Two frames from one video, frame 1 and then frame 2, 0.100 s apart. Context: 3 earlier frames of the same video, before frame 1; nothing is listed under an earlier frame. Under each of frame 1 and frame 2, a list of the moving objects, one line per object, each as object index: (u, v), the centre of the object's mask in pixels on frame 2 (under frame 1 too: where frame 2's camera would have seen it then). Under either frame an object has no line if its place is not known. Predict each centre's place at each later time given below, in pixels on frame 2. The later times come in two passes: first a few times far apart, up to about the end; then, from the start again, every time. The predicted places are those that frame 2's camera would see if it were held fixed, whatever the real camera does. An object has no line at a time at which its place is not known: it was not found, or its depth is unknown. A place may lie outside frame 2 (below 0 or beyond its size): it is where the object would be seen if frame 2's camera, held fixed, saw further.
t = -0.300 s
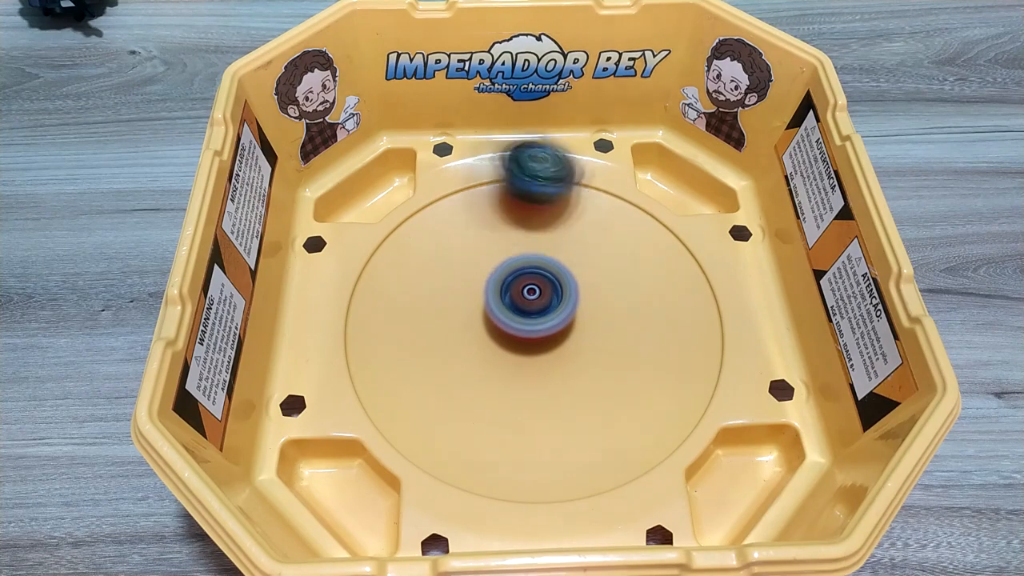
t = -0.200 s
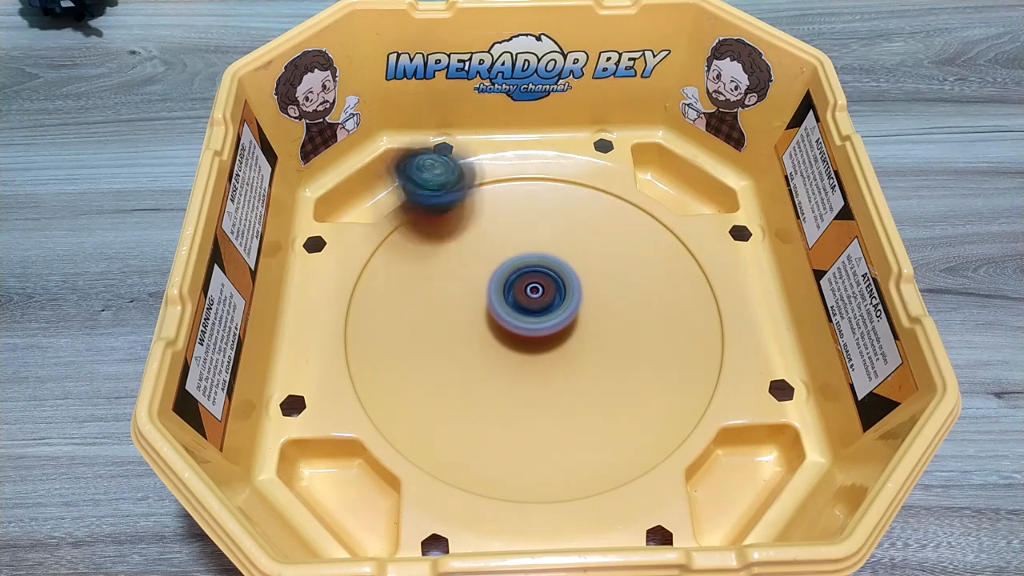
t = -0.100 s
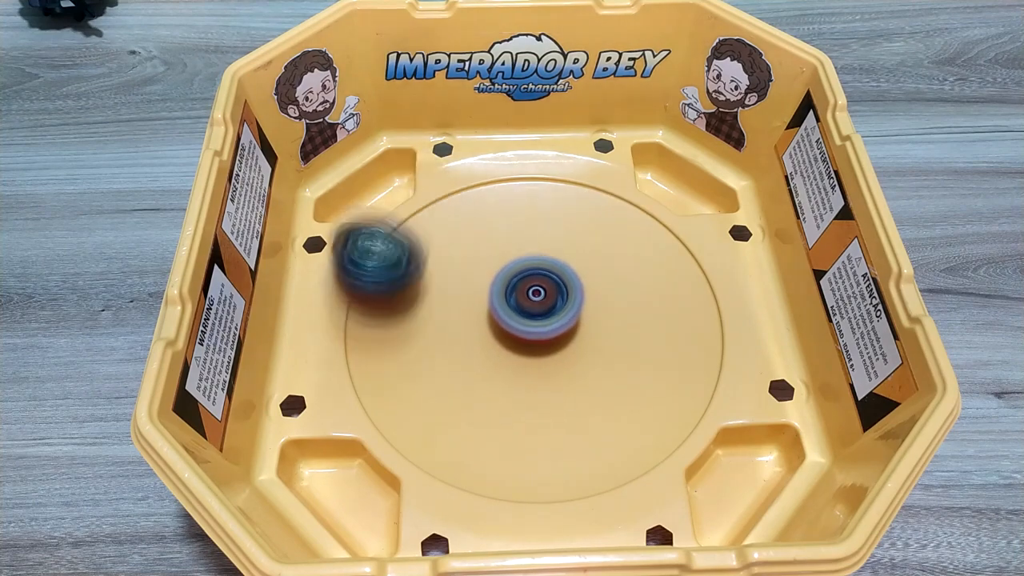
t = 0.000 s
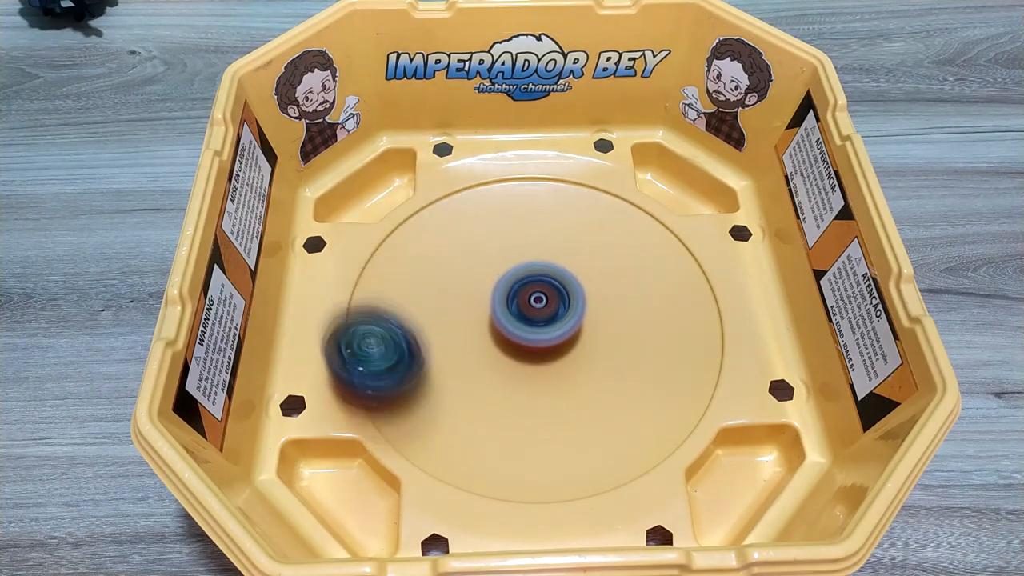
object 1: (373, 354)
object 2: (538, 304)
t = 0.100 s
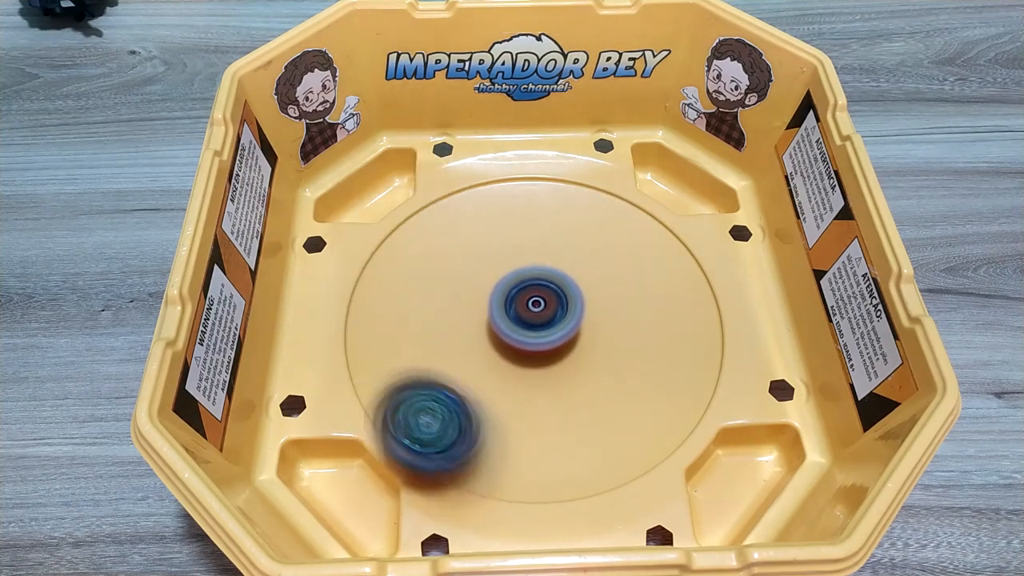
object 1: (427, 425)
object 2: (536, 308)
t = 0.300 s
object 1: (599, 407)
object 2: (542, 306)
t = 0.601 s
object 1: (604, 165)
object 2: (542, 305)
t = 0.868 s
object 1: (418, 255)
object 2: (542, 318)
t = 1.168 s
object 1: (549, 413)
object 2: (543, 316)
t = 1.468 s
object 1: (692, 281)
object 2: (540, 319)
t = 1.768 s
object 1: (515, 217)
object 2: (524, 322)
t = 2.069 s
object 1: (407, 368)
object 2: (526, 319)
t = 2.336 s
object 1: (502, 423)
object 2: (529, 316)
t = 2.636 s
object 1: (576, 390)
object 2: (531, 273)
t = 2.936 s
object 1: (566, 343)
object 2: (521, 259)
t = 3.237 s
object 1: (550, 356)
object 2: (510, 252)
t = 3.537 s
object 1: (546, 344)
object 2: (511, 267)
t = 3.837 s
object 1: (545, 363)
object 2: (529, 280)
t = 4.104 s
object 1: (514, 448)
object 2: (550, 240)
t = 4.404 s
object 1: (512, 347)
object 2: (546, 262)
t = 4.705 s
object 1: (418, 356)
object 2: (591, 223)
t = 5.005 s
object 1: (451, 274)
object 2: (627, 251)
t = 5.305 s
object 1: (454, 299)
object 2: (589, 290)
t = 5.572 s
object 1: (477, 314)
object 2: (585, 326)
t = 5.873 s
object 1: (420, 279)
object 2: (567, 351)
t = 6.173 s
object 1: (486, 270)
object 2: (540, 364)
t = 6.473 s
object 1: (516, 260)
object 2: (536, 360)
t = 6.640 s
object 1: (521, 276)
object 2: (536, 345)
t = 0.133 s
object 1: (455, 440)
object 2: (536, 308)
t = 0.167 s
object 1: (484, 446)
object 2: (536, 308)
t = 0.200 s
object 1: (514, 448)
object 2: (537, 307)
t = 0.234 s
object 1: (545, 440)
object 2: (539, 307)
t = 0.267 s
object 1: (573, 426)
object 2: (541, 307)
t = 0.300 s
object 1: (599, 407)
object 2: (542, 306)
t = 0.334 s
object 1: (618, 384)
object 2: (542, 305)
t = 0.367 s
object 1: (634, 356)
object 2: (542, 304)
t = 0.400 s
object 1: (643, 325)
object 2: (543, 304)
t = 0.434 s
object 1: (648, 294)
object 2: (543, 304)
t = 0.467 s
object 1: (647, 263)
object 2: (543, 305)
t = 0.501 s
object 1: (642, 236)
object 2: (542, 305)
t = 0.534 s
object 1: (633, 209)
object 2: (542, 305)
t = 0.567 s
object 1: (622, 186)
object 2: (541, 305)
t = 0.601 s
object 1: (604, 165)
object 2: (542, 305)
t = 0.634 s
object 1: (579, 161)
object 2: (542, 307)
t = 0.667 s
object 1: (550, 167)
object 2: (542, 308)
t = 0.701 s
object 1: (523, 175)
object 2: (544, 311)
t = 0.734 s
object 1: (496, 186)
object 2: (545, 313)
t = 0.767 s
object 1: (473, 200)
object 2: (545, 315)
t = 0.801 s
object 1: (452, 216)
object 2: (544, 316)
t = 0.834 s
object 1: (433, 236)
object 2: (543, 317)
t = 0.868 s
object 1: (418, 255)
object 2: (542, 318)
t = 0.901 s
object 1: (408, 276)
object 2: (542, 318)
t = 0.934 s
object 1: (402, 297)
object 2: (542, 318)
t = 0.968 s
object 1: (403, 319)
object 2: (543, 318)
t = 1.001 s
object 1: (412, 341)
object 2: (544, 318)
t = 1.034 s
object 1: (427, 361)
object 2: (545, 318)
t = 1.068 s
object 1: (449, 379)
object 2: (545, 318)
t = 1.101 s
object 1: (477, 395)
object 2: (544, 317)
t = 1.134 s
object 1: (511, 406)
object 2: (543, 317)
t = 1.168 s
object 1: (549, 413)
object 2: (543, 316)
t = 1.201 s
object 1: (583, 415)
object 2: (543, 316)
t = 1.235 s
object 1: (618, 411)
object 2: (543, 316)
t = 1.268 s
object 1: (649, 404)
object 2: (542, 316)
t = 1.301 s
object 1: (678, 392)
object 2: (542, 315)
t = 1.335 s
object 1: (707, 369)
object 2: (542, 315)
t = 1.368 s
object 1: (716, 347)
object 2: (542, 315)
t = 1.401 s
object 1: (714, 326)
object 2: (542, 316)
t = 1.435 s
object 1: (705, 303)
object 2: (541, 317)
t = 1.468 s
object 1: (692, 281)
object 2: (540, 319)
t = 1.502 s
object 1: (675, 260)
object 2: (537, 321)
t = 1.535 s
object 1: (659, 247)
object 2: (534, 322)
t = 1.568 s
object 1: (638, 233)
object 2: (532, 323)
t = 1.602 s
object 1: (618, 223)
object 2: (529, 323)
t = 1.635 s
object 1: (596, 215)
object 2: (527, 323)
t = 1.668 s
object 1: (575, 212)
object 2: (526, 323)
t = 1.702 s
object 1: (554, 211)
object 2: (526, 323)
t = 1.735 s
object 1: (534, 212)
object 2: (525, 322)
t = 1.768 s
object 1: (515, 217)
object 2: (524, 322)
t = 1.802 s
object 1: (495, 226)
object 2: (523, 322)
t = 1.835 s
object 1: (477, 238)
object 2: (522, 321)
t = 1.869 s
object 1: (461, 253)
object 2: (522, 321)
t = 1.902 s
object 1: (444, 270)
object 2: (522, 320)
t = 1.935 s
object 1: (430, 289)
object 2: (523, 320)
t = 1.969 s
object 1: (420, 308)
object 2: (524, 319)
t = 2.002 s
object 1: (412, 329)
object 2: (524, 319)
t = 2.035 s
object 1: (408, 349)
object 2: (525, 319)
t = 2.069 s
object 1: (407, 368)
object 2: (526, 319)
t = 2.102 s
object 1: (411, 385)
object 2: (526, 319)
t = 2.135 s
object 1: (419, 404)
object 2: (527, 319)
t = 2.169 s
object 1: (430, 415)
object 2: (527, 319)
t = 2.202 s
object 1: (443, 424)
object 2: (527, 318)
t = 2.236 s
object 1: (458, 429)
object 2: (528, 317)
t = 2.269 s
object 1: (473, 430)
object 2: (528, 317)
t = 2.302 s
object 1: (488, 428)
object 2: (529, 316)
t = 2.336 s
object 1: (502, 423)
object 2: (529, 316)
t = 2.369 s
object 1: (516, 414)
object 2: (529, 316)
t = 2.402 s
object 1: (529, 405)
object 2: (529, 315)
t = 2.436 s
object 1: (540, 398)
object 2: (529, 315)
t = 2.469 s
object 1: (548, 398)
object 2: (530, 305)
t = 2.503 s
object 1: (554, 400)
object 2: (532, 293)
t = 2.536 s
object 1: (562, 401)
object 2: (533, 282)
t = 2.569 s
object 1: (568, 400)
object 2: (533, 276)
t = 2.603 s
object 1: (573, 397)
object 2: (532, 274)
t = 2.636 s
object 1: (576, 390)
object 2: (531, 273)
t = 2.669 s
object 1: (578, 384)
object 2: (530, 272)
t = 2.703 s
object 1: (578, 376)
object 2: (529, 271)
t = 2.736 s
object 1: (577, 368)
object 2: (528, 270)
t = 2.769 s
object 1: (574, 359)
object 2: (527, 270)
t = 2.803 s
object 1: (572, 350)
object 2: (527, 270)
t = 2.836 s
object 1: (569, 342)
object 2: (526, 270)
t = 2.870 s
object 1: (567, 340)
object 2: (524, 266)
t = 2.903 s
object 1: (566, 341)
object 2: (523, 262)
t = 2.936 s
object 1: (566, 343)
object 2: (521, 259)
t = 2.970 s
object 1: (564, 344)
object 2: (519, 259)
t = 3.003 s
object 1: (561, 344)
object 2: (517, 259)
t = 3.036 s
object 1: (559, 343)
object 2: (516, 260)
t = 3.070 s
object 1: (556, 340)
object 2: (515, 260)
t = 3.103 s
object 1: (553, 337)
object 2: (515, 261)
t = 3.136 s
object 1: (551, 338)
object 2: (514, 261)
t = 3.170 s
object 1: (552, 345)
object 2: (512, 255)
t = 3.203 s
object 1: (551, 351)
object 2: (511, 252)
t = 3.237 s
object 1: (550, 356)
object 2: (510, 252)
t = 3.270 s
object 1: (548, 357)
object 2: (509, 252)
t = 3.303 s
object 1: (546, 358)
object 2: (509, 253)
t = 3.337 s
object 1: (546, 356)
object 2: (509, 255)
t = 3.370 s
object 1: (545, 354)
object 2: (508, 256)
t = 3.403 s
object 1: (546, 353)
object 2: (508, 258)
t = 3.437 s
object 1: (546, 351)
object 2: (509, 260)
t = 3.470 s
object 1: (546, 348)
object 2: (509, 262)
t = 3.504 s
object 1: (546, 345)
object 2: (510, 264)
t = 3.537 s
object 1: (546, 344)
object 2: (511, 267)
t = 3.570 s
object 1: (547, 347)
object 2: (512, 267)
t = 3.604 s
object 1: (548, 356)
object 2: (515, 265)
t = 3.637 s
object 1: (549, 360)
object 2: (517, 265)
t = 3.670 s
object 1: (548, 365)
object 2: (518, 266)
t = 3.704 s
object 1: (548, 367)
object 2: (521, 269)
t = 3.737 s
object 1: (548, 368)
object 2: (523, 271)
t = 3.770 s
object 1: (547, 366)
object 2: (524, 274)
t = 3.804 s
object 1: (545, 365)
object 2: (527, 277)
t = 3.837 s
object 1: (545, 363)
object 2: (529, 280)
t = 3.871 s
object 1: (543, 364)
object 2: (531, 281)
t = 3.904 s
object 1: (535, 380)
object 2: (539, 269)
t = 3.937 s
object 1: (528, 402)
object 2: (545, 256)
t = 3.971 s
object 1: (523, 421)
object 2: (550, 246)
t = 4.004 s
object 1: (519, 435)
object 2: (553, 240)
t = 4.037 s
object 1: (516, 443)
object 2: (553, 238)
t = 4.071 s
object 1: (514, 447)
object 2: (552, 239)
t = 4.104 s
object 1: (514, 448)
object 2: (550, 240)
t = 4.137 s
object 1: (515, 446)
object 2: (549, 242)
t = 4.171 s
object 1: (517, 438)
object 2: (548, 244)
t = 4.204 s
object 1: (519, 428)
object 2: (547, 247)
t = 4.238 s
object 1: (520, 417)
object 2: (546, 249)
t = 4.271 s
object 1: (521, 404)
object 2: (545, 251)
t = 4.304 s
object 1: (521, 388)
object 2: (545, 254)
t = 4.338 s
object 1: (520, 373)
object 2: (545, 257)
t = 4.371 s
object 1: (518, 358)
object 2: (545, 260)
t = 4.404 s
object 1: (512, 347)
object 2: (546, 262)
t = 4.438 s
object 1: (484, 352)
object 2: (558, 253)
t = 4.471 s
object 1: (456, 358)
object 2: (574, 238)
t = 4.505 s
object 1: (430, 365)
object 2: (588, 226)
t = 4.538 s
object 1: (408, 372)
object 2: (596, 218)
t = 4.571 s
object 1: (389, 377)
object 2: (601, 215)
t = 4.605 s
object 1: (382, 378)
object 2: (600, 215)
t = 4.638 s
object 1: (389, 375)
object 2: (598, 217)
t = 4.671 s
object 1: (405, 364)
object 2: (594, 220)
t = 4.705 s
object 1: (418, 356)
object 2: (591, 223)
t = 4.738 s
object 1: (438, 344)
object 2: (587, 228)
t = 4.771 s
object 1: (457, 331)
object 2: (583, 232)
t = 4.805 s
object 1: (474, 321)
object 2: (578, 237)
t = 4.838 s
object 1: (495, 308)
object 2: (572, 242)
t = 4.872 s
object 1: (502, 299)
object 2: (571, 245)
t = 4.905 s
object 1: (492, 288)
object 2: (589, 245)
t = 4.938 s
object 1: (481, 284)
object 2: (608, 245)
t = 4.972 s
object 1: (461, 281)
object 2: (620, 248)
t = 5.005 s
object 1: (451, 274)
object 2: (627, 251)
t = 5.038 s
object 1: (437, 273)
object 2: (628, 256)
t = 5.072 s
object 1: (428, 269)
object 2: (627, 260)
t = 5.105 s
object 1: (422, 274)
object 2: (623, 264)
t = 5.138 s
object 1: (419, 272)
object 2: (618, 268)
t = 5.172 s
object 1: (418, 273)
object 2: (613, 272)
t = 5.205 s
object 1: (423, 283)
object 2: (607, 276)
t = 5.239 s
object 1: (425, 284)
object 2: (601, 281)
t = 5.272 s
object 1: (438, 283)
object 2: (596, 285)
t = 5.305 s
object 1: (454, 299)
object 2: (589, 290)
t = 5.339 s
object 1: (464, 304)
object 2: (583, 295)
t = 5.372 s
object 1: (475, 307)
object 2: (579, 300)
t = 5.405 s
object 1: (480, 308)
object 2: (583, 306)
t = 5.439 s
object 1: (477, 310)
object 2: (590, 311)
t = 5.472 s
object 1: (476, 313)
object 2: (592, 316)
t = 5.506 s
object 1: (474, 315)
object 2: (591, 320)
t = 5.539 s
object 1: (474, 314)
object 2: (589, 323)
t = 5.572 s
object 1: (477, 314)
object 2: (585, 326)
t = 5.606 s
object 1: (480, 314)
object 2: (580, 329)
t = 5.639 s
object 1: (479, 312)
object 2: (580, 333)
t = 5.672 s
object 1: (464, 304)
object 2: (586, 338)
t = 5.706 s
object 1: (451, 296)
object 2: (589, 344)
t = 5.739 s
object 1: (440, 285)
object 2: (589, 350)
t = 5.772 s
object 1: (430, 277)
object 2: (585, 352)
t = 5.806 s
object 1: (427, 278)
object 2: (580, 352)
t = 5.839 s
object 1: (426, 280)
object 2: (574, 352)
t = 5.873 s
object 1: (420, 279)
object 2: (567, 351)
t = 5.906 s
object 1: (418, 276)
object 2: (560, 350)
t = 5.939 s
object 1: (429, 277)
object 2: (554, 348)
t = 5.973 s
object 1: (442, 281)
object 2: (547, 347)
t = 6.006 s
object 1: (449, 288)
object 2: (542, 346)
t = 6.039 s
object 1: (451, 290)
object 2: (536, 345)
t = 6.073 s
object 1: (459, 290)
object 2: (534, 345)
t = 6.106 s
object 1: (469, 291)
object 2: (536, 350)
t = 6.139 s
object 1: (481, 287)
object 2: (538, 354)
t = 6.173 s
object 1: (486, 270)
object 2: (540, 364)
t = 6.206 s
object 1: (489, 256)
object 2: (542, 372)
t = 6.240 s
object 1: (491, 249)
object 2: (542, 375)
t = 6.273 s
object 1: (490, 247)
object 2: (541, 375)
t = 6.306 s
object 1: (494, 243)
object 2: (540, 373)
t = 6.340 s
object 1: (500, 242)
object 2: (539, 371)
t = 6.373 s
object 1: (505, 246)
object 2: (538, 368)
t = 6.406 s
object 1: (510, 250)
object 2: (537, 366)
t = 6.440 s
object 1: (514, 255)
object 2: (536, 363)
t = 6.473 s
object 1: (516, 260)
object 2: (536, 360)
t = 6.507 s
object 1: (518, 266)
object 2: (535, 357)
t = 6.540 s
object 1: (519, 270)
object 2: (535, 354)
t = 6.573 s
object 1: (519, 273)
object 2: (535, 351)
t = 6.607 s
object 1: (520, 275)
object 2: (536, 348)
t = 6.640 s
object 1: (521, 276)
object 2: (536, 345)
